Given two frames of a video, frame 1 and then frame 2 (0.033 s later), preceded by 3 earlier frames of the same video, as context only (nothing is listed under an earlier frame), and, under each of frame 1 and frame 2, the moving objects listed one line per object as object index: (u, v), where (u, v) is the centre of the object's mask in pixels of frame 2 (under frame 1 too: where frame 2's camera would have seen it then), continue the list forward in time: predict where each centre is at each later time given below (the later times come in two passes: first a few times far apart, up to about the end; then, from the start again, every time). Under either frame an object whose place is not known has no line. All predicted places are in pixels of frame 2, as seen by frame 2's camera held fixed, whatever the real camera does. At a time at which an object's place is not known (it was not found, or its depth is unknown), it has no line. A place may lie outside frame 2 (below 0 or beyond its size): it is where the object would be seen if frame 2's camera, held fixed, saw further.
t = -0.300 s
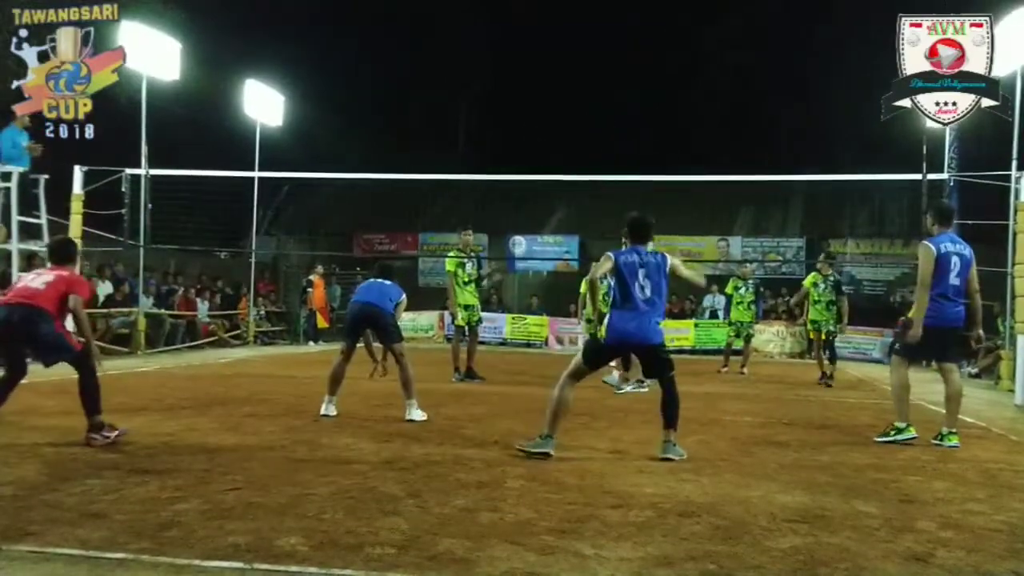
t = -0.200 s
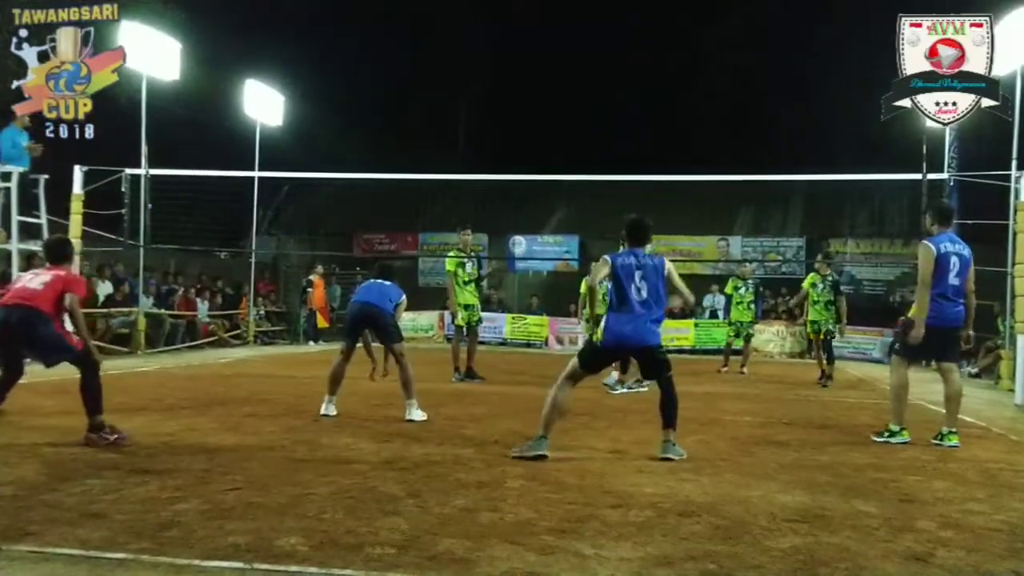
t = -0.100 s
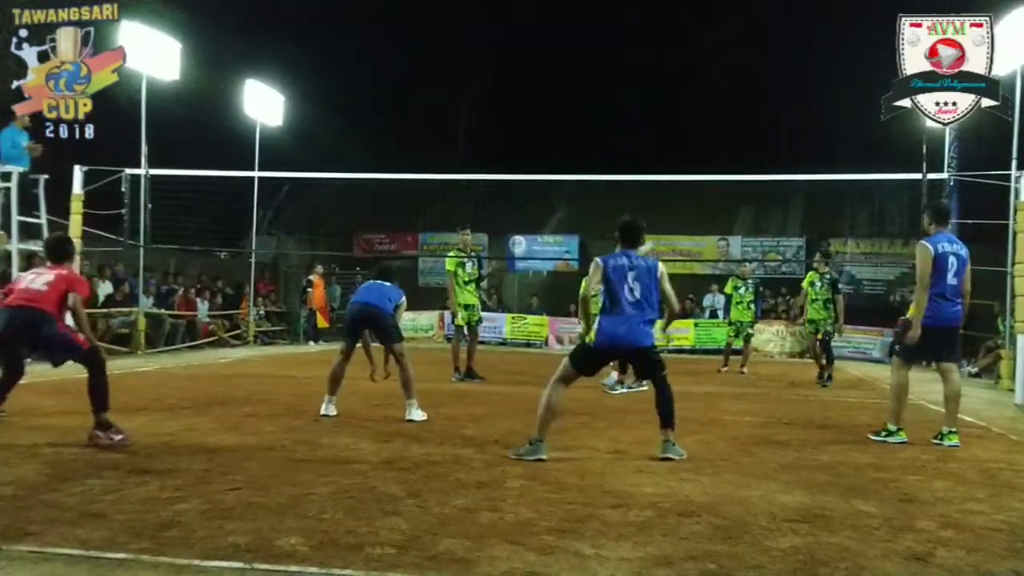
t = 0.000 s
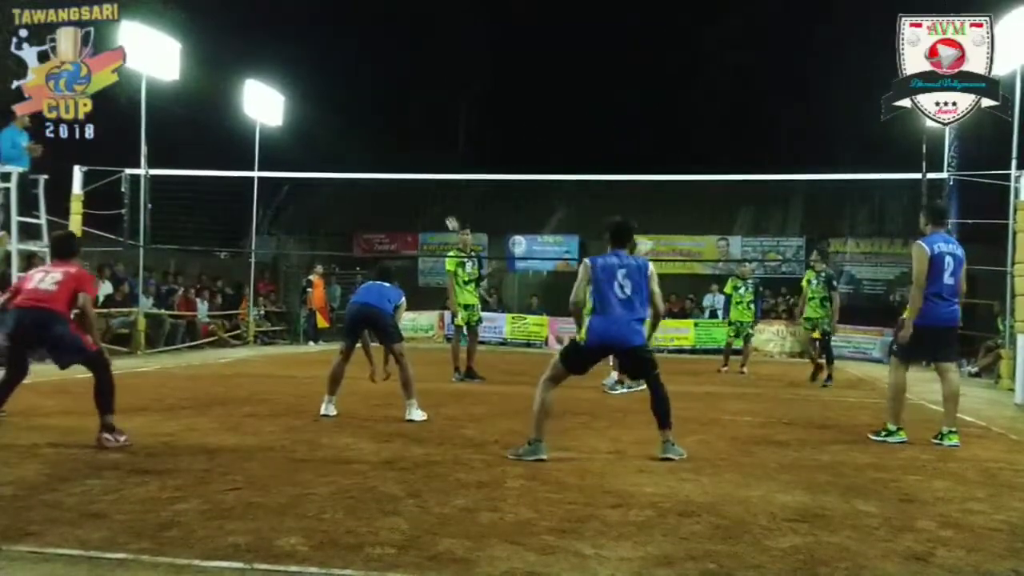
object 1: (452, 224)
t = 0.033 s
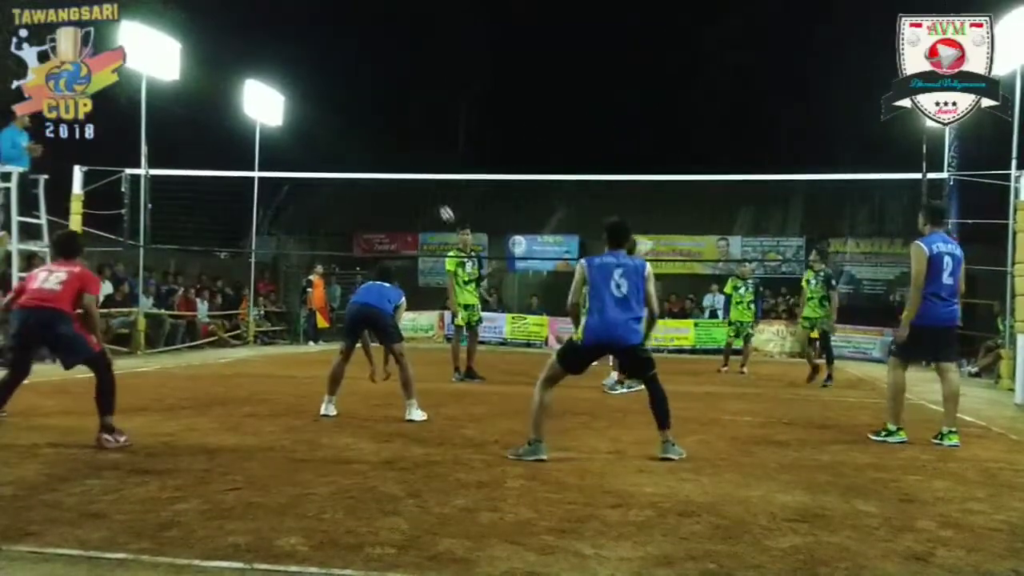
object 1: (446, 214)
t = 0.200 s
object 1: (411, 165)
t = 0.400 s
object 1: (359, 119)
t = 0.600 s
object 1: (290, 87)
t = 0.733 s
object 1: (233, 75)
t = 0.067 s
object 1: (440, 203)
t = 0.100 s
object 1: (433, 194)
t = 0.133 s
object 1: (427, 185)
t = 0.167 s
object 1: (419, 175)
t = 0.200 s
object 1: (411, 165)
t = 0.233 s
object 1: (404, 157)
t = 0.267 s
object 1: (395, 149)
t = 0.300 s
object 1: (387, 141)
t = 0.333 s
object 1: (378, 133)
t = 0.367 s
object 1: (369, 125)
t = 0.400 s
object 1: (359, 119)
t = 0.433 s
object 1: (349, 112)
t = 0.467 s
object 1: (338, 106)
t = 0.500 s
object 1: (327, 100)
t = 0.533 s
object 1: (316, 95)
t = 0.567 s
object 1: (303, 91)
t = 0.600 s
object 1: (290, 87)
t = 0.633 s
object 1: (278, 83)
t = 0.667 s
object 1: (267, 79)
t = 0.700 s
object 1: (247, 74)
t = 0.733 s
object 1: (233, 75)
